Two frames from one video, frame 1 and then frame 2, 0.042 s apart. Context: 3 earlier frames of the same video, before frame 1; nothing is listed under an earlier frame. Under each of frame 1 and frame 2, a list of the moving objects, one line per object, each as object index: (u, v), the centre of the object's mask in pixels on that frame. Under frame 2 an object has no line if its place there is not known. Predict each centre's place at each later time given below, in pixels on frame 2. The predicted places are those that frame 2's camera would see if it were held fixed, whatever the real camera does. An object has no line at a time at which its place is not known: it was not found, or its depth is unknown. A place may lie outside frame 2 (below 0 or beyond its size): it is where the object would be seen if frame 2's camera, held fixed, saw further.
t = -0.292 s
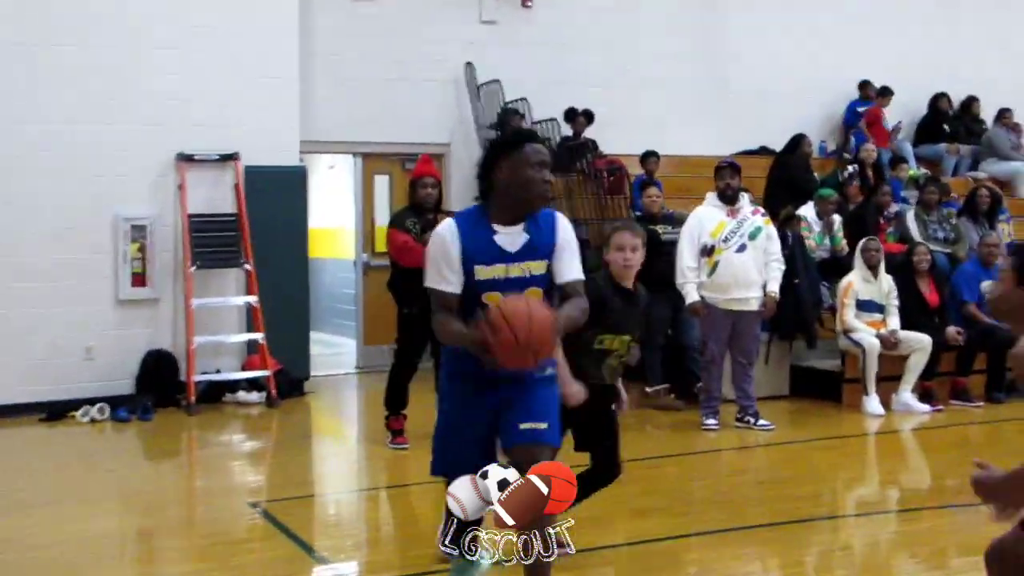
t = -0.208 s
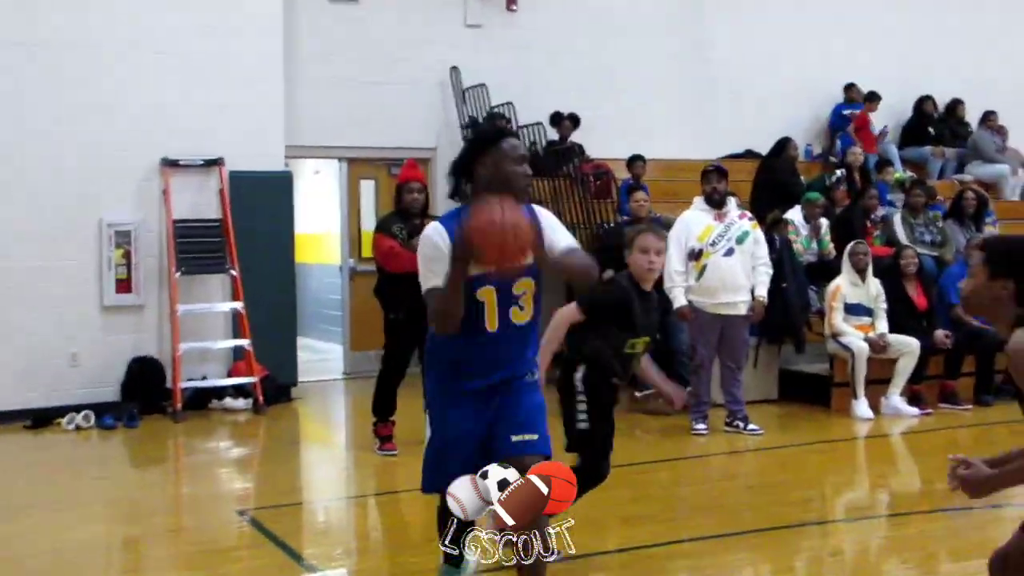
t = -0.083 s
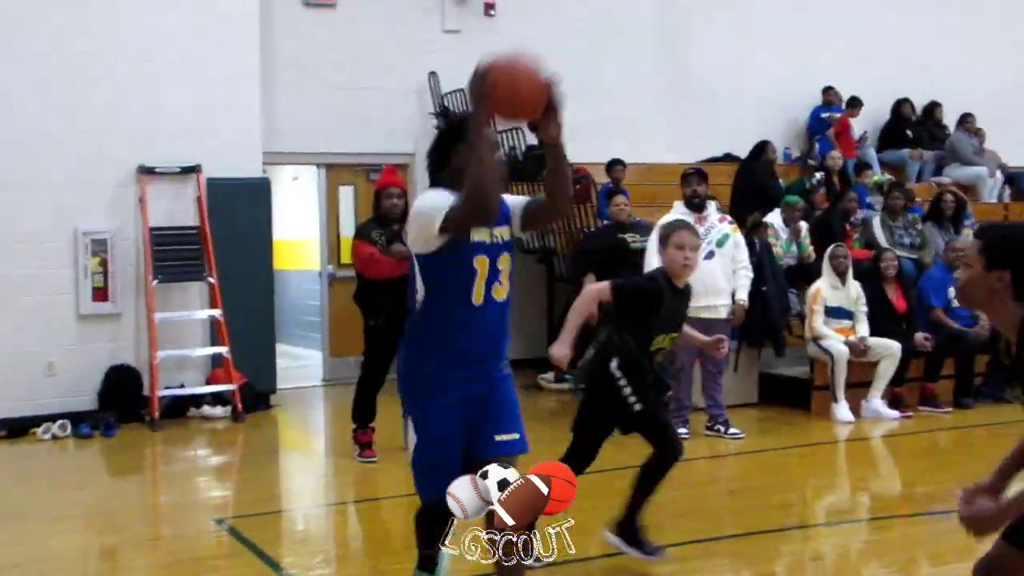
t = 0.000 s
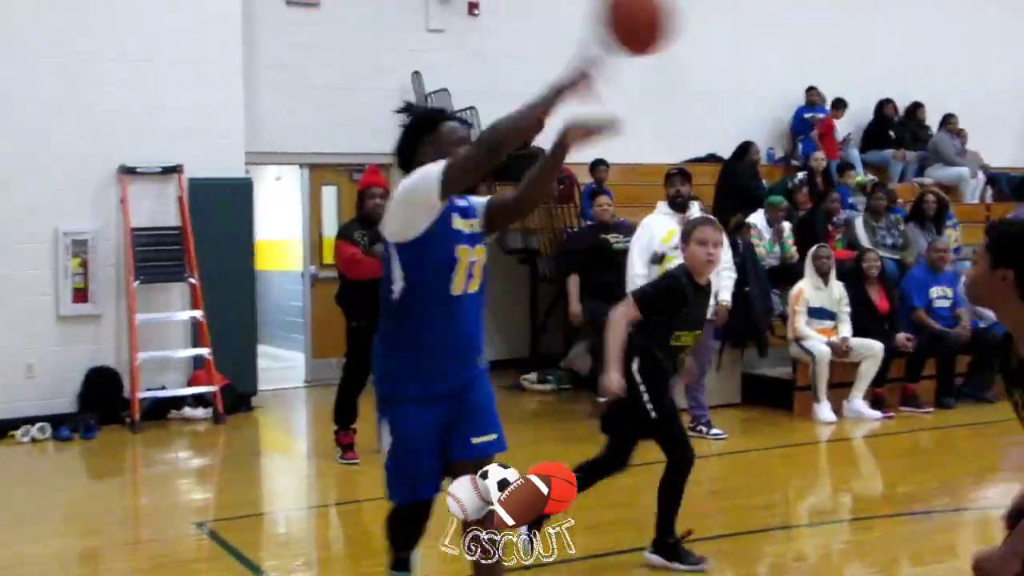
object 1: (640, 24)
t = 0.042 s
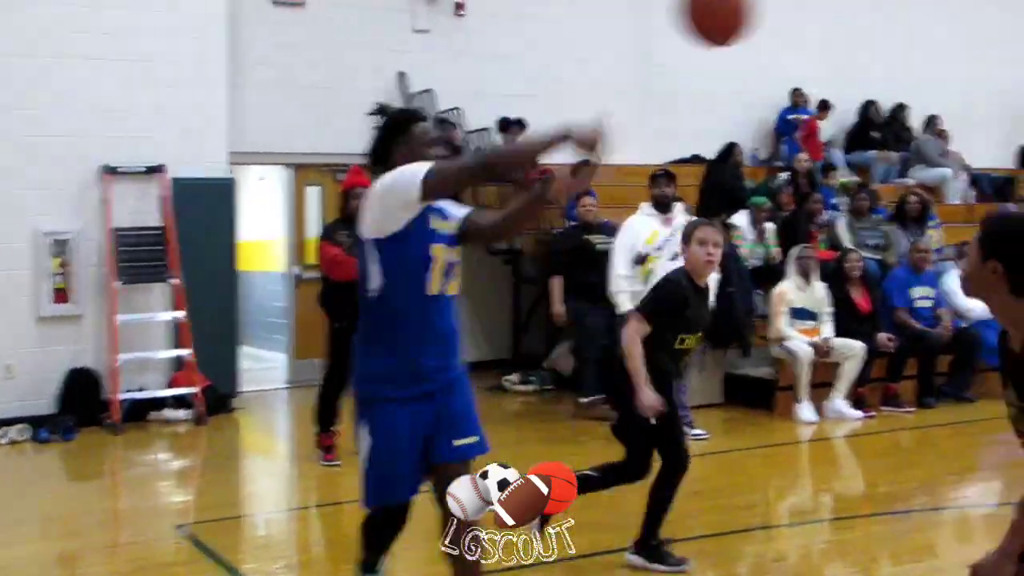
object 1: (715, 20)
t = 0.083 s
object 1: (814, 15)
